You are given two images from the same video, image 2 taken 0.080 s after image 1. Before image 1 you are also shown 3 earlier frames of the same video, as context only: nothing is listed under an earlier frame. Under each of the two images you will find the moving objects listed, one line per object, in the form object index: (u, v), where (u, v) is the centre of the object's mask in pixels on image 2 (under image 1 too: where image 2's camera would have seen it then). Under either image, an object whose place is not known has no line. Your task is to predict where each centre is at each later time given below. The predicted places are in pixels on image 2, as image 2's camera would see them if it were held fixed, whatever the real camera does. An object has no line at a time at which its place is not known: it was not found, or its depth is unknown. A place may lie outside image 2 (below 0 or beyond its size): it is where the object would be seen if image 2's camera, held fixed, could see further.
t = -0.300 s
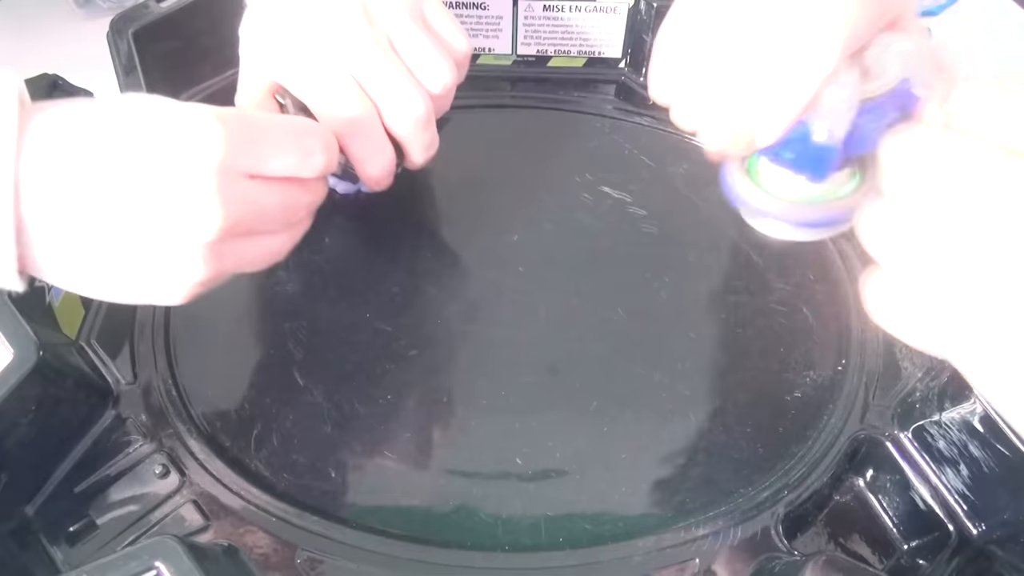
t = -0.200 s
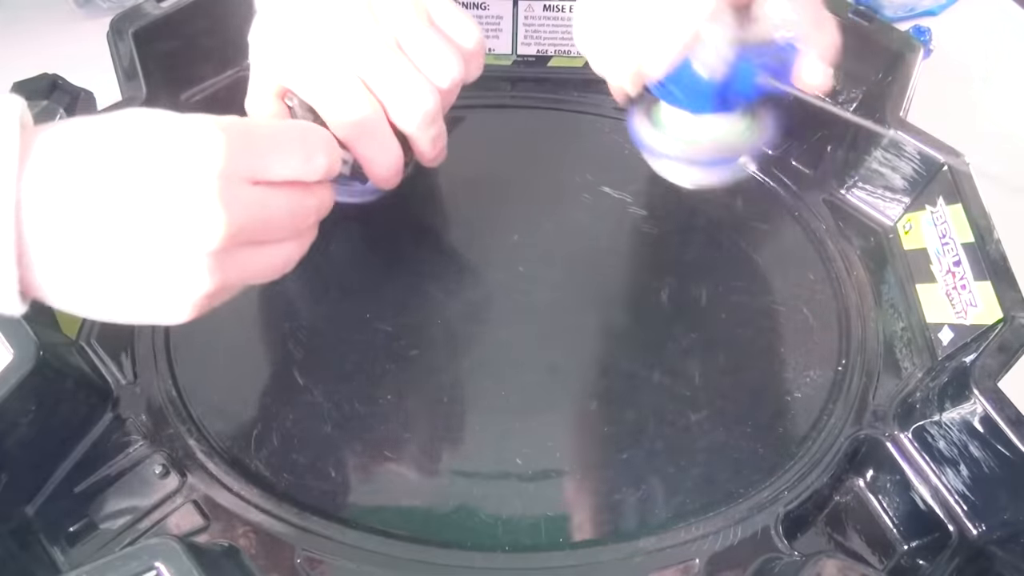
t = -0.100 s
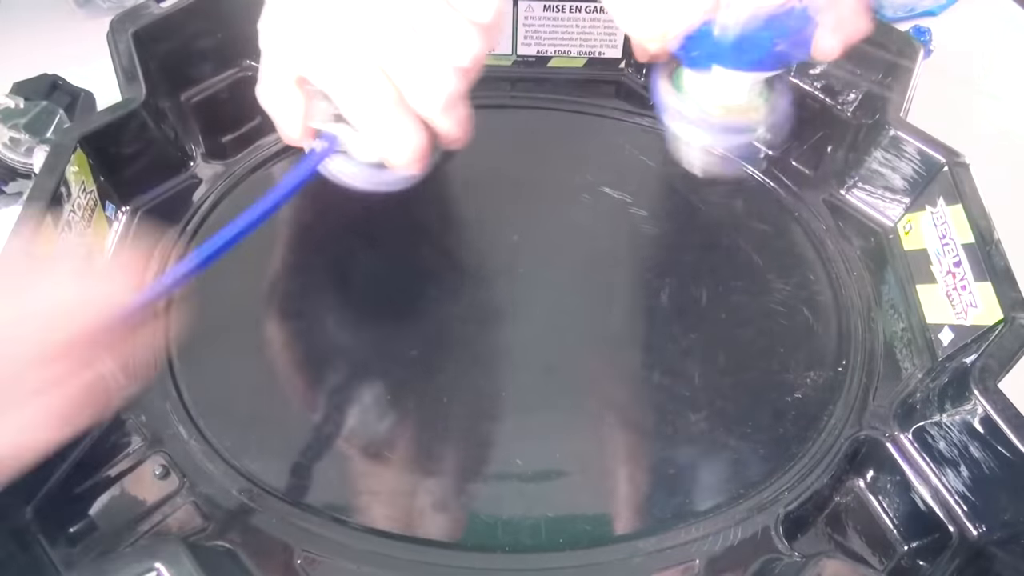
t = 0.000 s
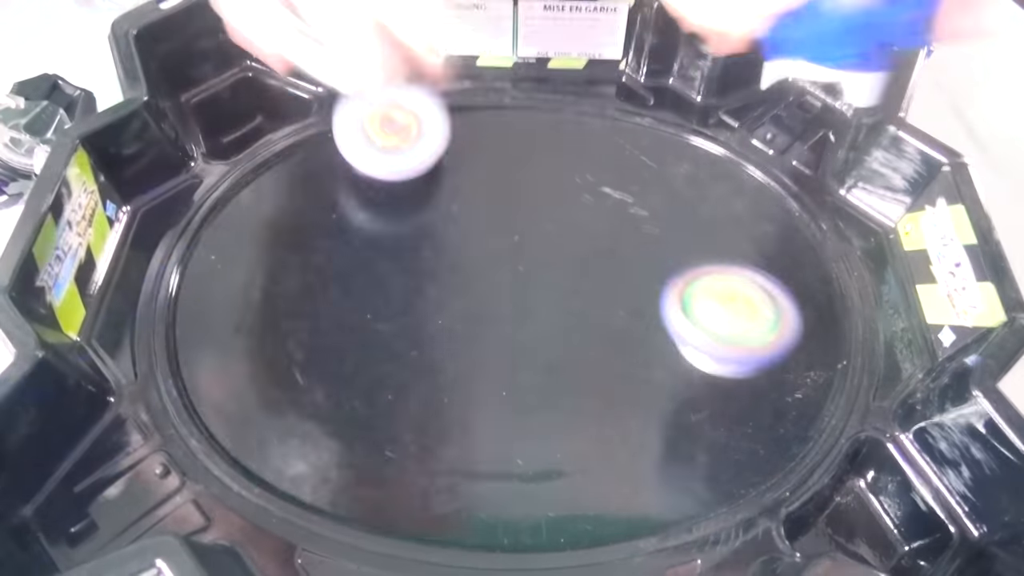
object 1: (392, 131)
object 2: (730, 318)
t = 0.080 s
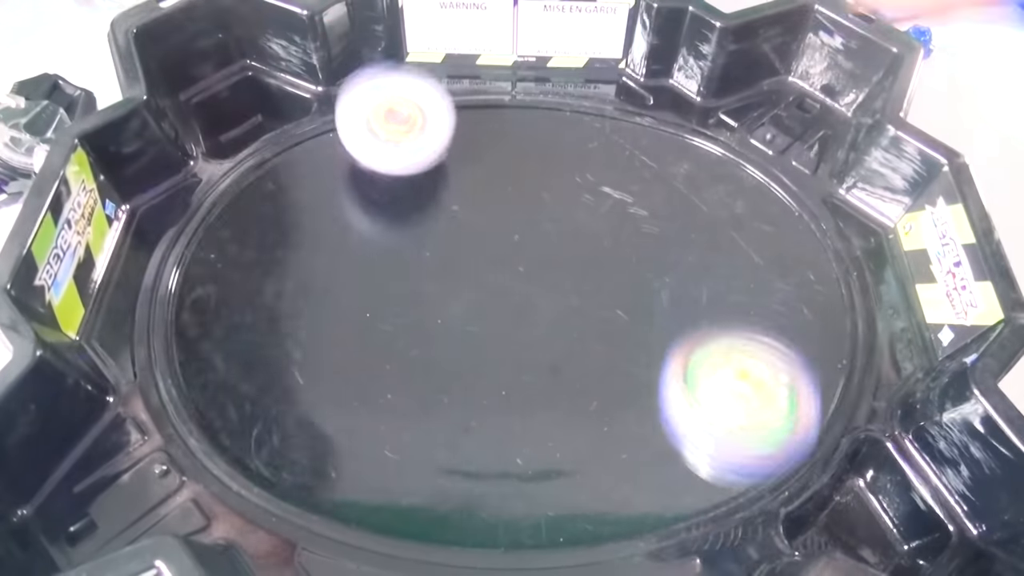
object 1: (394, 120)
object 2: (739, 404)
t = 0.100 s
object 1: (398, 130)
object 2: (735, 442)
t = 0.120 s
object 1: (404, 137)
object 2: (729, 484)
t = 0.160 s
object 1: (418, 158)
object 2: (673, 510)
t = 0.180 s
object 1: (426, 169)
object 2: (638, 498)
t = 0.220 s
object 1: (442, 196)
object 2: (563, 476)
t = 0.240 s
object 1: (450, 211)
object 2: (526, 468)
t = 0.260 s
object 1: (456, 225)
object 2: (494, 450)
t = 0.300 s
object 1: (466, 256)
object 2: (438, 415)
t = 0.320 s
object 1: (469, 273)
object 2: (413, 397)
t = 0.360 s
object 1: (479, 291)
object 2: (359, 372)
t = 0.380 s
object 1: (485, 294)
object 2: (331, 365)
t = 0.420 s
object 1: (494, 304)
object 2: (286, 347)
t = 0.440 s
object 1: (497, 309)
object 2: (267, 339)
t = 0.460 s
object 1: (499, 316)
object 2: (252, 328)
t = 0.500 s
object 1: (499, 329)
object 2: (233, 308)
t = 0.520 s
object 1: (497, 337)
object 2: (229, 298)
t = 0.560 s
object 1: (490, 351)
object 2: (228, 276)
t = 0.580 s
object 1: (485, 359)
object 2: (230, 265)
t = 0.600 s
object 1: (480, 366)
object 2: (234, 255)
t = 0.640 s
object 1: (467, 379)
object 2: (247, 236)
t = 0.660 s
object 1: (460, 386)
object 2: (255, 227)
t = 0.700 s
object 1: (443, 398)
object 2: (273, 212)
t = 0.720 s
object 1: (435, 403)
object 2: (283, 206)
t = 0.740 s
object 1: (424, 408)
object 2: (293, 200)
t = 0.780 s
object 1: (405, 414)
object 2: (315, 191)
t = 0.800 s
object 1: (392, 417)
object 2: (326, 187)
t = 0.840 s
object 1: (371, 418)
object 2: (350, 183)
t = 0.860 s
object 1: (359, 416)
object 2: (360, 182)
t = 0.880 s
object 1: (349, 415)
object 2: (371, 182)
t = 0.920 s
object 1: (329, 407)
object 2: (392, 184)
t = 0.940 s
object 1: (320, 404)
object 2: (401, 186)
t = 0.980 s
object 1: (309, 391)
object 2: (421, 193)
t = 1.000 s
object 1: (305, 383)
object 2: (430, 196)
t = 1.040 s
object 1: (307, 366)
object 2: (449, 205)
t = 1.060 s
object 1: (310, 354)
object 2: (457, 210)
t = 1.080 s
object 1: (316, 344)
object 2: (466, 215)
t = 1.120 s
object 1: (333, 323)
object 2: (482, 224)
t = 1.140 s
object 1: (341, 315)
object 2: (489, 229)
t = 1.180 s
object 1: (366, 297)
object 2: (501, 238)
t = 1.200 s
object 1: (380, 289)
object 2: (507, 242)
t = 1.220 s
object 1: (394, 282)
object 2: (512, 246)
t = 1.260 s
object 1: (386, 289)
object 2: (548, 237)
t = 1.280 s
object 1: (376, 295)
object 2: (572, 231)
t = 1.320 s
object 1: (365, 304)
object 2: (615, 218)
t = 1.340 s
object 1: (362, 307)
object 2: (633, 213)
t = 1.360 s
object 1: (359, 308)
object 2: (650, 209)
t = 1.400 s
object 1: (356, 310)
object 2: (679, 204)
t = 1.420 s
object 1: (355, 310)
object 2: (689, 203)
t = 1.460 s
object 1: (356, 310)
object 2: (703, 204)
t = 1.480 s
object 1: (357, 309)
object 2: (707, 207)
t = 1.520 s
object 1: (364, 307)
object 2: (709, 214)
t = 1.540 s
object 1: (369, 307)
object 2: (708, 219)
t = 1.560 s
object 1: (374, 307)
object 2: (707, 223)
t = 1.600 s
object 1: (388, 306)
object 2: (701, 231)
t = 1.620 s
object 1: (397, 307)
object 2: (698, 236)
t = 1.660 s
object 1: (415, 309)
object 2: (689, 246)
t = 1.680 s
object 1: (422, 309)
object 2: (684, 250)
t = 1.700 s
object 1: (433, 312)
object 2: (678, 255)
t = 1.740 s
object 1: (451, 317)
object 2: (666, 264)
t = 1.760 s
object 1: (458, 320)
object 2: (660, 268)
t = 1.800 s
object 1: (475, 328)
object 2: (647, 276)
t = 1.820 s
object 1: (483, 332)
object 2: (640, 280)
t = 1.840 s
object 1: (490, 337)
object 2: (634, 283)
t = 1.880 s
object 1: (502, 347)
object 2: (622, 288)
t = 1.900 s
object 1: (506, 352)
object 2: (617, 290)
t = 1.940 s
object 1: (512, 363)
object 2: (607, 292)
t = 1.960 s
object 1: (506, 378)
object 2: (608, 286)
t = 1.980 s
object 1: (491, 400)
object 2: (611, 273)
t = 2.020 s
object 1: (464, 431)
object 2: (616, 252)
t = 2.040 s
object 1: (451, 443)
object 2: (618, 243)
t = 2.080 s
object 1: (423, 458)
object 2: (617, 230)
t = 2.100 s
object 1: (412, 463)
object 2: (616, 226)
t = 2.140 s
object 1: (382, 468)
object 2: (613, 222)
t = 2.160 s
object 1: (370, 468)
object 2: (611, 221)
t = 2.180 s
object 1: (355, 467)
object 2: (608, 222)
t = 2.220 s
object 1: (329, 461)
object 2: (603, 225)
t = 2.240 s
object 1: (314, 456)
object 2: (601, 227)
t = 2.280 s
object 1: (291, 444)
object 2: (595, 232)
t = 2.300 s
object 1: (281, 435)
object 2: (593, 235)
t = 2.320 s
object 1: (272, 425)
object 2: (590, 237)
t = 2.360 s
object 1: (265, 402)
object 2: (585, 243)
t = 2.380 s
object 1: (265, 391)
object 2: (583, 246)
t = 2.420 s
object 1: (275, 366)
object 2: (578, 252)
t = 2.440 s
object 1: (280, 355)
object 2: (576, 255)
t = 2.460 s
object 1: (291, 344)
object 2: (573, 258)
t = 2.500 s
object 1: (307, 324)
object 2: (568, 264)
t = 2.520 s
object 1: (320, 313)
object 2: (566, 267)
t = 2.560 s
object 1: (340, 296)
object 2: (561, 272)
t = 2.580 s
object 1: (353, 287)
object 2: (559, 274)
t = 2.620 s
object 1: (375, 273)
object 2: (556, 279)
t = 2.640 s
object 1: (388, 266)
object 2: (555, 281)
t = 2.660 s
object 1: (400, 259)
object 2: (554, 282)
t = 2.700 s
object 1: (424, 249)
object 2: (553, 286)
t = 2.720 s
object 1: (436, 243)
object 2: (553, 287)
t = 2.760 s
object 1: (449, 233)
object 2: (568, 290)
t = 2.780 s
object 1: (450, 225)
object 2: (579, 292)
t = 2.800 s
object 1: (453, 220)
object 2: (589, 294)
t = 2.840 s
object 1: (463, 212)
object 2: (604, 296)
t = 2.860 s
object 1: (469, 210)
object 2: (609, 297)
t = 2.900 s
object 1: (485, 203)
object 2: (613, 299)
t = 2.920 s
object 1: (494, 201)
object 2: (613, 300)
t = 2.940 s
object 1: (502, 198)
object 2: (612, 300)
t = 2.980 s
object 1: (522, 192)
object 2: (605, 302)
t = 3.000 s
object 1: (530, 190)
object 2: (601, 302)
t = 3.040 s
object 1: (549, 187)
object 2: (593, 304)
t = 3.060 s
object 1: (560, 186)
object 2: (588, 305)
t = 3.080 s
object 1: (569, 186)
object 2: (584, 306)
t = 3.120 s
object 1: (588, 186)
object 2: (576, 307)
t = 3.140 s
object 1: (598, 188)
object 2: (572, 307)
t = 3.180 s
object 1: (614, 191)
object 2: (564, 306)
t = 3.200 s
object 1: (624, 195)
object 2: (560, 306)
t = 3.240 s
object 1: (639, 203)
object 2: (554, 304)
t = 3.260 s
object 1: (646, 209)
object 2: (552, 304)
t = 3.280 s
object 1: (654, 216)
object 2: (550, 304)
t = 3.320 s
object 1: (662, 230)
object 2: (547, 303)
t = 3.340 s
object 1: (666, 239)
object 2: (546, 303)
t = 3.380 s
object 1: (669, 257)
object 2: (544, 303)
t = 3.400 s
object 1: (667, 268)
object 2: (543, 303)
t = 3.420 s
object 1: (665, 278)
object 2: (542, 303)
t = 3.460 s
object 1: (669, 292)
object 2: (524, 309)
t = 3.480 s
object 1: (671, 297)
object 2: (513, 312)
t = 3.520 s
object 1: (670, 308)
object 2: (494, 318)
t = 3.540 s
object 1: (665, 313)
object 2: (486, 320)
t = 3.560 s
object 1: (658, 318)
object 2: (479, 321)
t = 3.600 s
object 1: (640, 330)
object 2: (468, 322)
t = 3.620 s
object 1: (630, 335)
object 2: (464, 322)
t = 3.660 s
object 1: (608, 344)
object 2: (458, 321)
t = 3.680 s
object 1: (594, 348)
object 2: (455, 321)
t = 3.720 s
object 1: (570, 353)
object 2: (451, 317)
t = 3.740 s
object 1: (574, 360)
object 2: (438, 315)
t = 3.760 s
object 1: (587, 358)
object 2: (411, 309)
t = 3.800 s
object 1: (614, 356)
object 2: (361, 296)
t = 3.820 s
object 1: (625, 358)
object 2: (339, 290)
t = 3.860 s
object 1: (641, 350)
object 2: (302, 278)
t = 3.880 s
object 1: (647, 349)
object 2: (288, 273)
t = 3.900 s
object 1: (650, 345)
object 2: (276, 268)
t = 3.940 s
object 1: (649, 340)
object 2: (261, 261)
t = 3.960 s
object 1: (647, 339)
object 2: (258, 259)
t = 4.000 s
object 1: (636, 340)
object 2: (257, 256)
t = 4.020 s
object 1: (629, 341)
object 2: (260, 255)
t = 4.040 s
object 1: (621, 343)
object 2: (263, 254)
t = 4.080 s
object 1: (604, 349)
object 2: (271, 254)
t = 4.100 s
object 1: (595, 352)
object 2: (277, 254)
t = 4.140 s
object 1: (574, 356)
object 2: (290, 255)
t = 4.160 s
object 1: (563, 357)
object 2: (298, 256)
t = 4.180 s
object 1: (553, 357)
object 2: (306, 258)
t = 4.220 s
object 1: (531, 355)
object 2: (323, 261)
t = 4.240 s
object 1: (520, 353)
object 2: (333, 263)
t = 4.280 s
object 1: (499, 347)
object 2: (351, 267)
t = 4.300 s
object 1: (488, 343)
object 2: (360, 269)
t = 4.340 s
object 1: (472, 334)
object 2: (374, 271)
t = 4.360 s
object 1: (476, 332)
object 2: (376, 270)
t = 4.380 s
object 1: (493, 334)
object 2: (367, 266)
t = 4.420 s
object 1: (525, 338)
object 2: (348, 256)
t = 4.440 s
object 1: (541, 341)
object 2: (341, 252)
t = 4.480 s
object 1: (568, 343)
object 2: (333, 246)
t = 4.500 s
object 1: (578, 343)
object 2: (332, 245)
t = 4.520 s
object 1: (588, 343)
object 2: (333, 245)
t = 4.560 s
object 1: (604, 345)
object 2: (337, 246)
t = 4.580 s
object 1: (611, 345)
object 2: (341, 247)
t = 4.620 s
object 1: (627, 346)
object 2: (349, 251)
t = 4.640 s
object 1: (635, 347)
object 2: (353, 253)
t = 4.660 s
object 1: (642, 347)
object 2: (358, 255)
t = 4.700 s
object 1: (654, 346)
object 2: (367, 260)
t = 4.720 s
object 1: (661, 346)
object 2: (371, 262)
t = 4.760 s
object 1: (670, 345)
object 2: (379, 266)
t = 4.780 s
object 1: (674, 343)
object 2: (383, 268)
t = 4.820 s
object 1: (680, 340)
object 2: (390, 272)
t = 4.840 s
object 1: (682, 339)
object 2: (393, 274)
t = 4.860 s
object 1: (684, 336)
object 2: (397, 275)
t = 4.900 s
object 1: (684, 331)
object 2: (403, 279)
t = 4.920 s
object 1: (683, 329)
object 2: (407, 281)
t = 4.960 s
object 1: (680, 324)
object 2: (414, 284)
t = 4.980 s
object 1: (677, 320)
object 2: (418, 285)
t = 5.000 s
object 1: (673, 316)
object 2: (422, 287)
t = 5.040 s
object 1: (664, 308)
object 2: (430, 289)
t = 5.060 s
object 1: (660, 303)
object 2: (434, 291)
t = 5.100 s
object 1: (650, 294)
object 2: (442, 292)
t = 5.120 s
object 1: (644, 289)
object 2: (446, 293)
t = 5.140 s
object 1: (638, 284)
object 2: (451, 294)
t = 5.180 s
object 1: (626, 273)
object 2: (459, 295)
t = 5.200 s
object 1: (622, 268)
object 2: (463, 295)
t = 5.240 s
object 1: (612, 256)
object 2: (474, 295)
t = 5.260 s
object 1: (606, 251)
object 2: (480, 295)
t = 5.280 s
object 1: (603, 246)
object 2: (487, 295)
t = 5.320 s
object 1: (601, 232)
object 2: (490, 301)
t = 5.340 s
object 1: (604, 221)
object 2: (486, 309)
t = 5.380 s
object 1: (606, 206)
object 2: (481, 321)
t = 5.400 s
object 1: (605, 200)
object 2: (480, 325)
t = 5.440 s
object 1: (604, 190)
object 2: (479, 331)
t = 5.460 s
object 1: (604, 186)
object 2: (480, 333)
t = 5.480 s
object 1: (603, 182)
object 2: (481, 334)
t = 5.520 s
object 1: (600, 177)
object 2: (483, 335)
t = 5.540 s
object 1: (598, 176)
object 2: (484, 335)
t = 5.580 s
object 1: (593, 174)
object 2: (486, 335)
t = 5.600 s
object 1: (591, 174)
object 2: (487, 334)
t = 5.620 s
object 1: (587, 176)
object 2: (488, 333)
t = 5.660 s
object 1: (579, 181)
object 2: (488, 331)
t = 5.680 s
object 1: (574, 185)
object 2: (489, 330)
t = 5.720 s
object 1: (563, 192)
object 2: (490, 327)
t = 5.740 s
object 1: (558, 196)
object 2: (490, 325)
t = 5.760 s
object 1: (552, 201)
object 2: (491, 324)
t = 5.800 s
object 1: (541, 211)
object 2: (492, 321)
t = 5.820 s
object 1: (535, 215)
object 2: (493, 320)
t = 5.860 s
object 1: (523, 216)
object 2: (493, 328)
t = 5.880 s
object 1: (518, 219)
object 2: (493, 331)
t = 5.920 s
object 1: (506, 226)
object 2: (497, 337)
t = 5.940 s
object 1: (499, 222)
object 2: (499, 346)
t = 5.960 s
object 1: (489, 216)
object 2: (502, 356)
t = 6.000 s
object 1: (476, 215)
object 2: (507, 370)
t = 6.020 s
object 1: (469, 216)
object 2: (509, 374)
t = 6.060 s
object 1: (457, 220)
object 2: (512, 377)
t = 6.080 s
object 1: (453, 222)
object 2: (513, 376)
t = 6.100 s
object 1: (446, 225)
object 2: (514, 374)
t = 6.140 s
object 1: (434, 231)
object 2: (514, 369)
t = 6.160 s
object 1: (429, 235)
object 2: (514, 367)
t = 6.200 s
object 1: (421, 243)
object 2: (514, 362)
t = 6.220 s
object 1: (416, 248)
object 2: (513, 360)
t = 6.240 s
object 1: (412, 251)
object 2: (512, 357)
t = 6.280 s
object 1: (406, 263)
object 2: (511, 353)
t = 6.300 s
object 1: (401, 266)
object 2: (510, 350)
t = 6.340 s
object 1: (395, 275)
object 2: (509, 346)
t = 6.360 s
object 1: (393, 282)
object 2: (507, 344)
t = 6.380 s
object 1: (391, 287)
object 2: (507, 342)
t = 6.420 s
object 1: (384, 297)
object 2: (506, 339)
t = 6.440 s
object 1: (381, 302)
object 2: (509, 338)
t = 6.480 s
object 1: (373, 313)
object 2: (511, 336)
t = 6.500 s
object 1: (370, 316)
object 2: (512, 334)
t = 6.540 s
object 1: (366, 328)
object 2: (512, 332)
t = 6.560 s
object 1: (363, 331)
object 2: (512, 331)
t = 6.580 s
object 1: (361, 336)
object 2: (512, 329)
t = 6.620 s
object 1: (361, 345)
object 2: (512, 327)
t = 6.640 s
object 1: (360, 350)
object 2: (512, 326)
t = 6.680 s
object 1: (360, 356)
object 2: (511, 324)
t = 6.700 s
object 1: (364, 361)
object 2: (511, 323)
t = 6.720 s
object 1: (364, 362)
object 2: (510, 322)
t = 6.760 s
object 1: (369, 366)
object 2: (510, 320)
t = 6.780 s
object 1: (372, 367)
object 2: (509, 320)
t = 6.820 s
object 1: (380, 368)
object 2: (509, 319)
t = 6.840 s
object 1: (385, 368)
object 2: (508, 318)
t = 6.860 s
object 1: (393, 369)
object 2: (509, 317)
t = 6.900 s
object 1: (398, 372)
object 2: (511, 314)
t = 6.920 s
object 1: (396, 381)
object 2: (519, 305)
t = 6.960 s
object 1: (386, 394)
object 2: (534, 288)
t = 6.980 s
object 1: (384, 397)
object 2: (541, 281)
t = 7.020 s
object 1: (379, 405)
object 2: (551, 269)
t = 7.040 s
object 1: (377, 406)
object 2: (554, 265)
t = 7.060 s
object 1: (378, 408)
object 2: (556, 262)
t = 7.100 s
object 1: (375, 406)
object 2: (559, 259)
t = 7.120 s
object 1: (379, 405)
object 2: (559, 258)
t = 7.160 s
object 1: (382, 399)
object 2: (559, 259)
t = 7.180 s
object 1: (388, 395)
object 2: (559, 260)
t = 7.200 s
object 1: (392, 393)
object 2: (558, 261)
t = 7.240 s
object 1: (404, 382)
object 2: (557, 265)
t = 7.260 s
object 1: (409, 379)
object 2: (557, 267)
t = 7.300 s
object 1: (420, 369)
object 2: (555, 272)
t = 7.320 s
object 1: (425, 365)
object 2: (555, 274)
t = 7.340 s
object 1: (427, 362)
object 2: (554, 276)
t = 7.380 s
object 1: (439, 351)
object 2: (553, 280)
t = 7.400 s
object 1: (441, 348)
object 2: (553, 282)
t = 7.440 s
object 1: (450, 340)
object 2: (554, 283)
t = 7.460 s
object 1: (445, 340)
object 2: (557, 278)
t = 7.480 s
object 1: (448, 338)
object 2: (559, 275)
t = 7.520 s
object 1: (450, 333)
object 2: (562, 270)
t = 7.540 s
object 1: (454, 327)
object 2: (563, 269)
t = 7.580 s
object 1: (456, 316)
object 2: (564, 267)
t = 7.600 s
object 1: (456, 312)
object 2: (565, 267)
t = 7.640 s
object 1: (437, 319)
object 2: (578, 251)
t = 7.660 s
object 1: (427, 322)
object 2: (585, 242)
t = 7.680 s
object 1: (423, 322)
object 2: (592, 236)
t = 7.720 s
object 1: (416, 323)
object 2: (599, 225)
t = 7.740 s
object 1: (413, 324)
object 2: (601, 223)
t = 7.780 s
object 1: (411, 318)
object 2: (602, 221)
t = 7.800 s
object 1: (406, 312)
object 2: (601, 222)
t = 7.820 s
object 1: (405, 310)
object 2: (601, 223)
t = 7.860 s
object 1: (399, 303)
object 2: (598, 226)
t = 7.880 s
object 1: (391, 300)
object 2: (596, 229)
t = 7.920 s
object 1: (385, 294)
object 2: (594, 233)
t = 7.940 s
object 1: (387, 289)
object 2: (592, 235)
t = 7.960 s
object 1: (382, 287)
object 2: (592, 237)
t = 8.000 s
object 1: (379, 280)
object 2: (589, 241)
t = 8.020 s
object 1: (383, 275)
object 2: (587, 244)
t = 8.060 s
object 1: (383, 268)
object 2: (585, 248)
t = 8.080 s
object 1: (383, 267)
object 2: (583, 250)
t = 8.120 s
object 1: (389, 261)
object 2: (580, 254)
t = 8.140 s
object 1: (392, 258)
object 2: (579, 256)
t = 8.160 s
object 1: (396, 258)
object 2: (577, 258)
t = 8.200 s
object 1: (407, 254)
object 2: (575, 262)
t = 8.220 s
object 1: (409, 252)
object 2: (573, 264)
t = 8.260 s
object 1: (418, 250)
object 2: (570, 268)
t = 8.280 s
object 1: (427, 250)
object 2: (570, 269)
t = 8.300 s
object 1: (428, 249)
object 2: (568, 271)
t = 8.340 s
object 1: (438, 248)
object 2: (566, 275)
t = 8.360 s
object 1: (447, 248)
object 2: (565, 276)
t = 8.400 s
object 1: (438, 249)
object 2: (581, 277)
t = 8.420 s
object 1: (429, 250)
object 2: (590, 277)
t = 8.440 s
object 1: (430, 253)
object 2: (597, 278)
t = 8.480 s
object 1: (430, 256)
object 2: (606, 281)
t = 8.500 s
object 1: (432, 253)
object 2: (609, 282)
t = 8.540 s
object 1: (433, 254)
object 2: (611, 286)
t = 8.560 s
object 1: (430, 257)
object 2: (611, 287)
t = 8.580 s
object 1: (438, 260)
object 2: (611, 288)
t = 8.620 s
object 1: (444, 263)
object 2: (610, 290)
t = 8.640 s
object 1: (443, 262)
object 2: (609, 291)
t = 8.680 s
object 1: (450, 266)
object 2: (606, 293)
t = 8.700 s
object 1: (451, 269)
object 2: (604, 293)
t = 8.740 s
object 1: (459, 273)
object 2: (601, 294)
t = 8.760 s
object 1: (468, 274)
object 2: (600, 295)
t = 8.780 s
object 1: (468, 273)
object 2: (598, 295)
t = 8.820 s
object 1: (472, 275)
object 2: (595, 297)
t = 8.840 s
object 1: (464, 277)
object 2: (598, 296)
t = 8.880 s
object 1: (457, 279)
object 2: (604, 295)
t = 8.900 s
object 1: (457, 281)
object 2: (604, 294)
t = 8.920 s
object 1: (455, 281)
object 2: (603, 294)
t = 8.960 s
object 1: (462, 285)
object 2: (600, 294)
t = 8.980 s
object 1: (460, 283)
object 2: (598, 294)
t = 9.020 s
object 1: (459, 283)
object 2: (592, 295)
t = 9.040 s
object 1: (457, 286)
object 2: (589, 296)
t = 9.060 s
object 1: (462, 287)
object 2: (587, 296)
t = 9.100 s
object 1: (455, 295)
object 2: (585, 296)
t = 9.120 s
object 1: (452, 297)
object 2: (585, 295)
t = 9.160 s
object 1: (455, 304)
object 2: (582, 295)
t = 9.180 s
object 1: (453, 303)
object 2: (580, 295)
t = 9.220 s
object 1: (445, 310)
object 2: (585, 292)
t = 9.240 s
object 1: (433, 317)
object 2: (592, 289)
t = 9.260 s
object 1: (423, 322)
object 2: (596, 285)
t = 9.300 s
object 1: (406, 331)
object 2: (600, 282)
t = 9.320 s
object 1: (400, 338)
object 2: (601, 282)
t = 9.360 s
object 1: (390, 344)
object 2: (598, 283)
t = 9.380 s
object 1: (384, 347)
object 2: (597, 282)
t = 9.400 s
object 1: (384, 353)
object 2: (595, 284)
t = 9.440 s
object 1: (382, 355)
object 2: (593, 286)
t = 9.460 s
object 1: (378, 355)
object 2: (592, 286)
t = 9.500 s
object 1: (385, 360)
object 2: (589, 288)
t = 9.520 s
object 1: (385, 357)
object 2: (586, 289)
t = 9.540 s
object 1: (386, 356)
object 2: (585, 290)
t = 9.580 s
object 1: (396, 357)
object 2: (579, 292)
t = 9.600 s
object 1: (399, 356)
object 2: (575, 293)
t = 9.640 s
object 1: (407, 352)
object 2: (567, 294)
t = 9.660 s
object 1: (417, 350)
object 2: (563, 296)
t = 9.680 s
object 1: (424, 347)
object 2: (559, 296)
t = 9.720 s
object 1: (434, 342)
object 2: (552, 298)
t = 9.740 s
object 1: (437, 349)
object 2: (553, 289)
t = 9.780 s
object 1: (425, 388)
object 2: (564, 253)
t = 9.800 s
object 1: (420, 401)
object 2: (569, 238)
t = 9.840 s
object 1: (410, 424)
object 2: (574, 211)
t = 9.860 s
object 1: (407, 431)
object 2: (576, 203)
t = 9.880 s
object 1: (404, 435)
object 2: (578, 192)
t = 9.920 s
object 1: (401, 431)
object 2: (579, 179)
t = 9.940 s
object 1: (401, 426)
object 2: (580, 175)
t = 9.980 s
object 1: (402, 416)
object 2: (579, 172)
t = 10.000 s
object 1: (404, 411)
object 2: (578, 172)
